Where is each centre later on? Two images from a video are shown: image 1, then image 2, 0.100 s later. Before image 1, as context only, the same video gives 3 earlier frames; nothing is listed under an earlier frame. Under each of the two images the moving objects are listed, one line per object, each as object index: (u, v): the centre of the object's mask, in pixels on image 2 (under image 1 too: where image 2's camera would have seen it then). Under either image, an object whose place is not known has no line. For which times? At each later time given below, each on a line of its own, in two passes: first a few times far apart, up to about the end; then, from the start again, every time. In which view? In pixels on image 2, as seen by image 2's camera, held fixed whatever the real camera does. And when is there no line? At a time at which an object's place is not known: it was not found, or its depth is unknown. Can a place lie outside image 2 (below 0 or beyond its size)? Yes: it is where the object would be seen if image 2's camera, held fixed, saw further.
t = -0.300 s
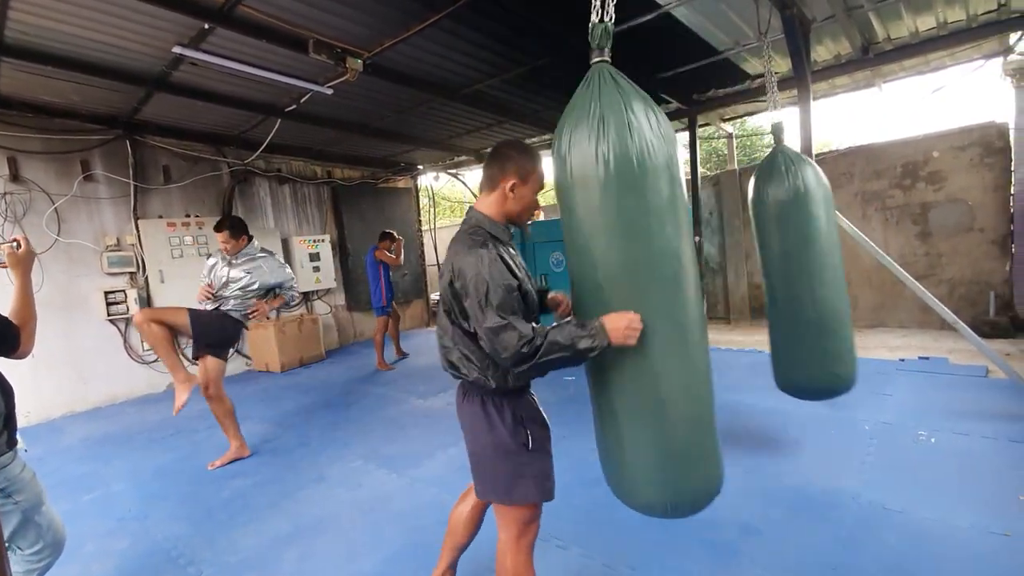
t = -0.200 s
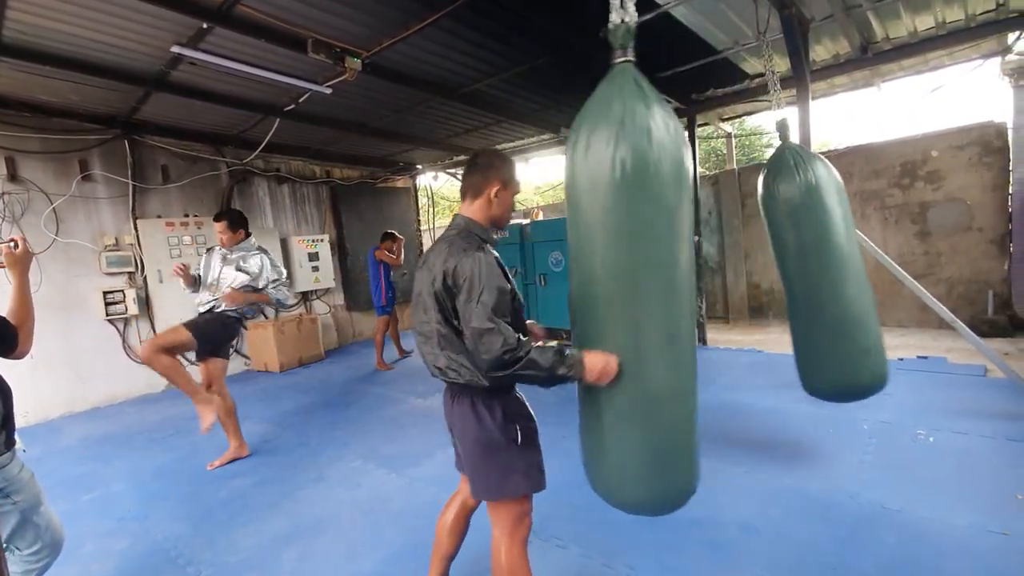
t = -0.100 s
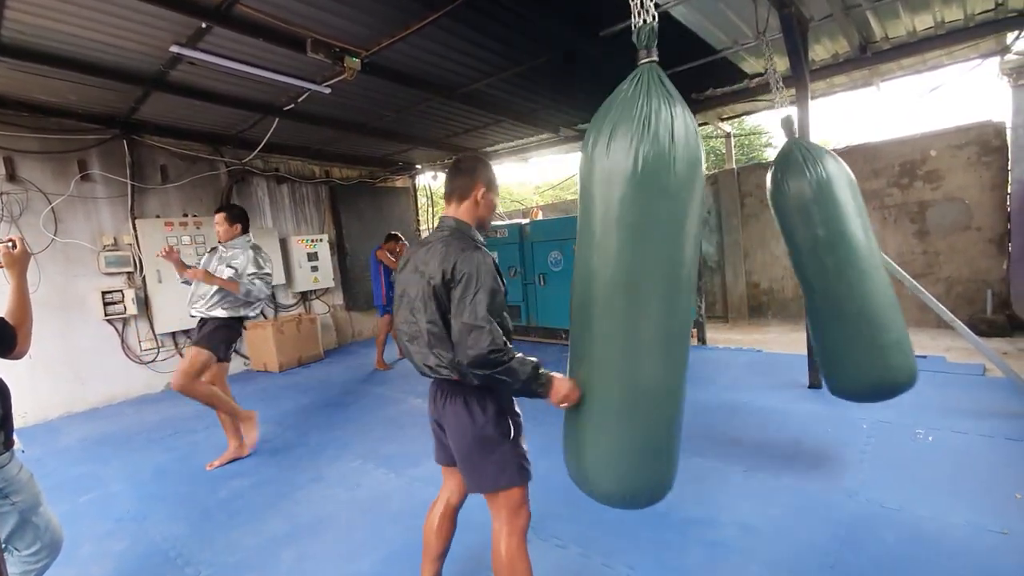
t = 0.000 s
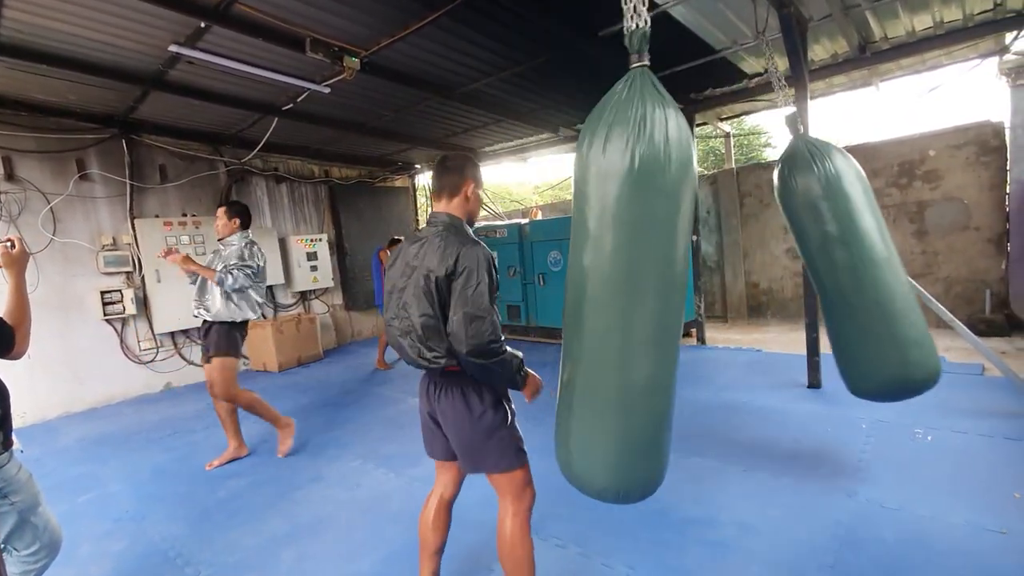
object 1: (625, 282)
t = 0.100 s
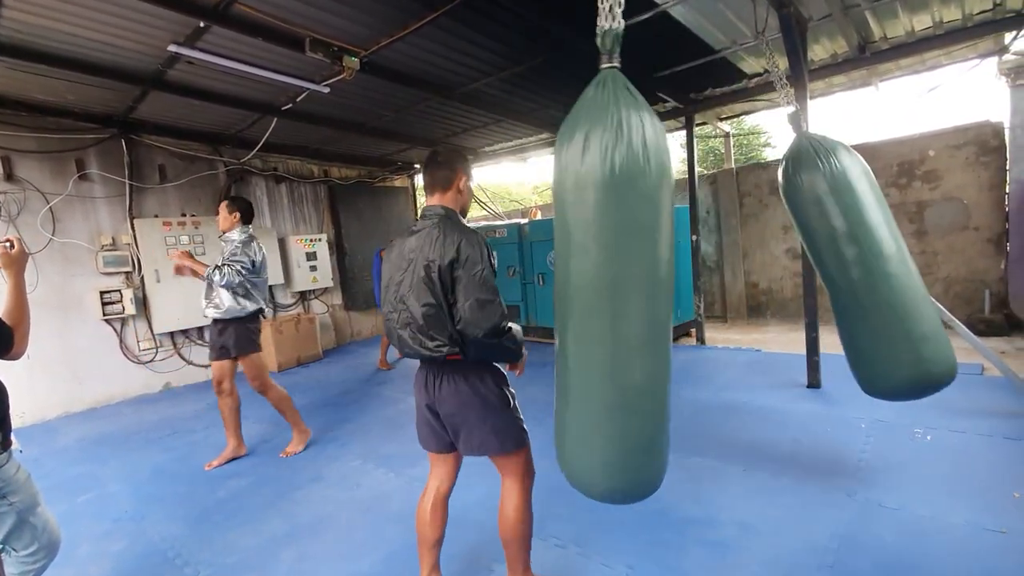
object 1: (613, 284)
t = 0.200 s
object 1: (607, 278)
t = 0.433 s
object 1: (627, 285)
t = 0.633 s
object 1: (636, 291)
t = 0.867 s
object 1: (671, 299)
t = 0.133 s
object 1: (609, 282)
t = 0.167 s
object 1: (608, 280)
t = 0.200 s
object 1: (607, 278)
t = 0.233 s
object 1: (608, 277)
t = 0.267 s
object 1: (610, 278)
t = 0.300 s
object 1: (613, 279)
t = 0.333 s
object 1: (617, 282)
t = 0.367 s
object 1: (621, 283)
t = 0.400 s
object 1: (625, 284)
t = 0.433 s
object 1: (627, 285)
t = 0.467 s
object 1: (629, 286)
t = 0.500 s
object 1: (630, 288)
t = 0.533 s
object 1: (631, 289)
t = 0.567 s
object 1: (633, 290)
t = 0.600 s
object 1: (634, 291)
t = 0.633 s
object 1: (636, 291)
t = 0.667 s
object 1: (639, 290)
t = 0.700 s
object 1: (643, 288)
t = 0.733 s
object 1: (648, 288)
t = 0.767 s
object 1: (653, 290)
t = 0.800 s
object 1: (659, 292)
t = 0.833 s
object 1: (665, 295)
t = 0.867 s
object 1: (671, 299)
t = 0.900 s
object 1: (675, 301)
